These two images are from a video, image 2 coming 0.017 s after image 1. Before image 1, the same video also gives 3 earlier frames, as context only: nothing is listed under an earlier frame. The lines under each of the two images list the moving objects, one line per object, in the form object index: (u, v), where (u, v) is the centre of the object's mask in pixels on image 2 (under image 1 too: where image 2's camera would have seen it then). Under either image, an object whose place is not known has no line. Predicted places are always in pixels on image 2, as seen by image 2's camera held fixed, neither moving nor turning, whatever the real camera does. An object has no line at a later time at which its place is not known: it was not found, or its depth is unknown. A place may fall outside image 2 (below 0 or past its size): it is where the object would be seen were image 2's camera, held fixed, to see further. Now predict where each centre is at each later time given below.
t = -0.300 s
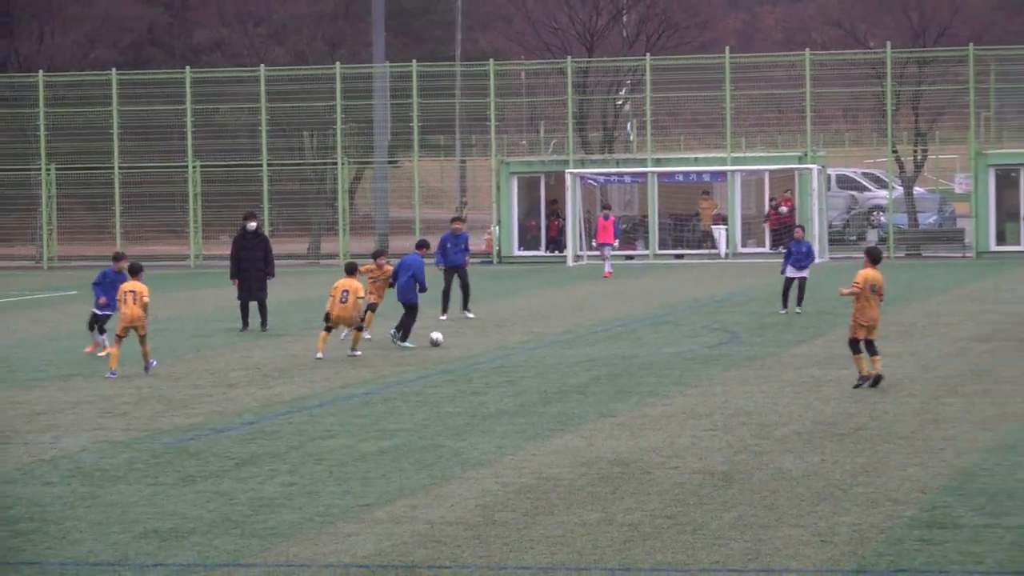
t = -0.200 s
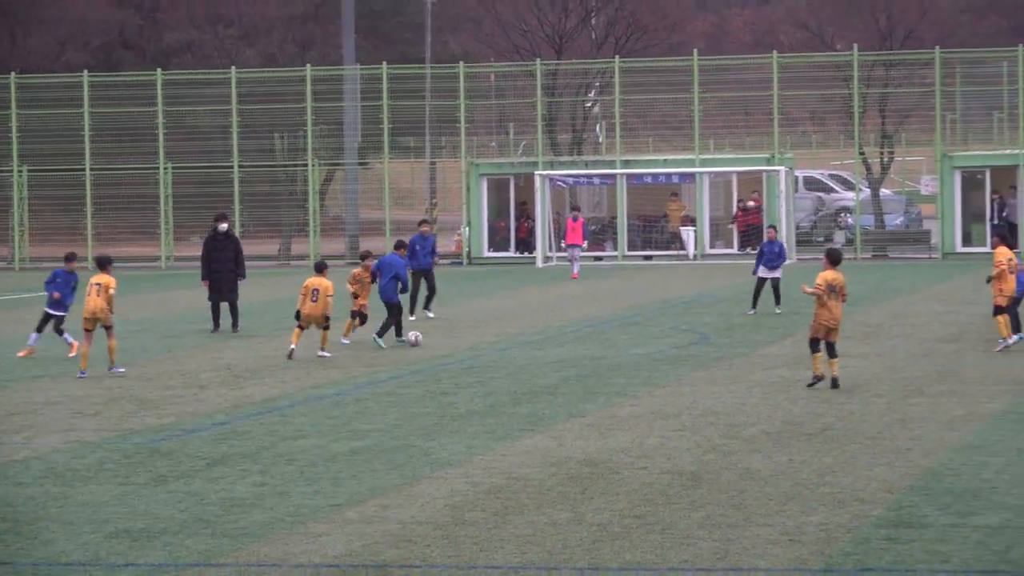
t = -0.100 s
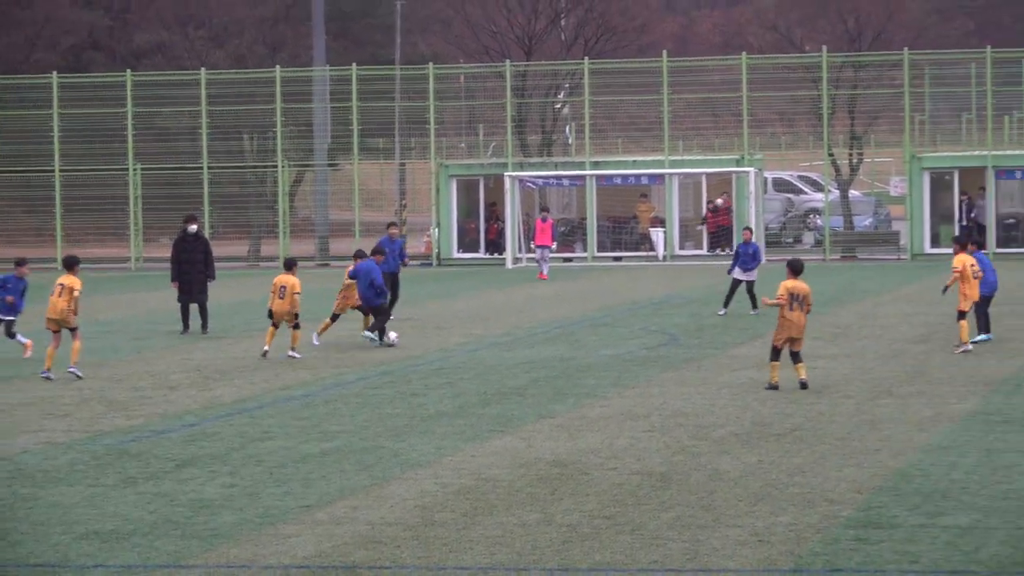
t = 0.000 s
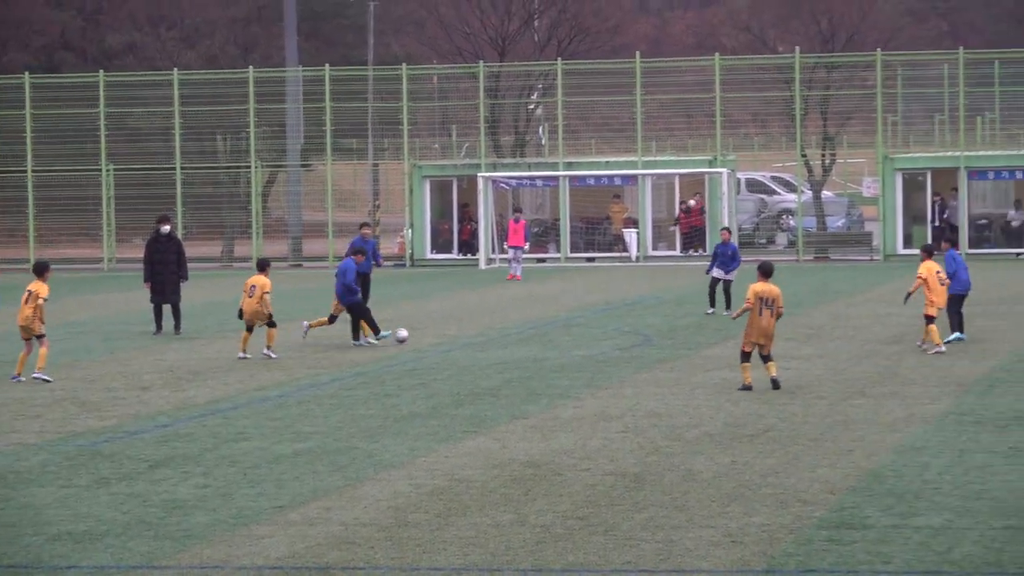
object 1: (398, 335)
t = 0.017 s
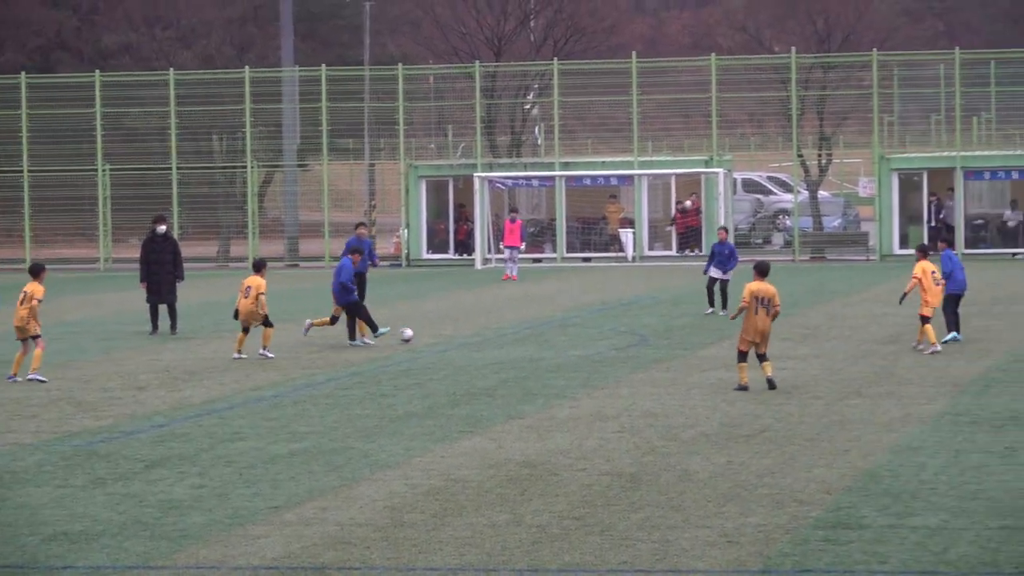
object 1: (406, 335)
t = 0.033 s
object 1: (413, 335)
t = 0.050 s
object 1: (420, 335)
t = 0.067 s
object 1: (428, 336)
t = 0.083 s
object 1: (435, 335)
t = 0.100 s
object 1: (442, 335)
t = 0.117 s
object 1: (448, 334)
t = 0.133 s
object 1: (455, 333)
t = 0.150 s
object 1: (462, 333)
